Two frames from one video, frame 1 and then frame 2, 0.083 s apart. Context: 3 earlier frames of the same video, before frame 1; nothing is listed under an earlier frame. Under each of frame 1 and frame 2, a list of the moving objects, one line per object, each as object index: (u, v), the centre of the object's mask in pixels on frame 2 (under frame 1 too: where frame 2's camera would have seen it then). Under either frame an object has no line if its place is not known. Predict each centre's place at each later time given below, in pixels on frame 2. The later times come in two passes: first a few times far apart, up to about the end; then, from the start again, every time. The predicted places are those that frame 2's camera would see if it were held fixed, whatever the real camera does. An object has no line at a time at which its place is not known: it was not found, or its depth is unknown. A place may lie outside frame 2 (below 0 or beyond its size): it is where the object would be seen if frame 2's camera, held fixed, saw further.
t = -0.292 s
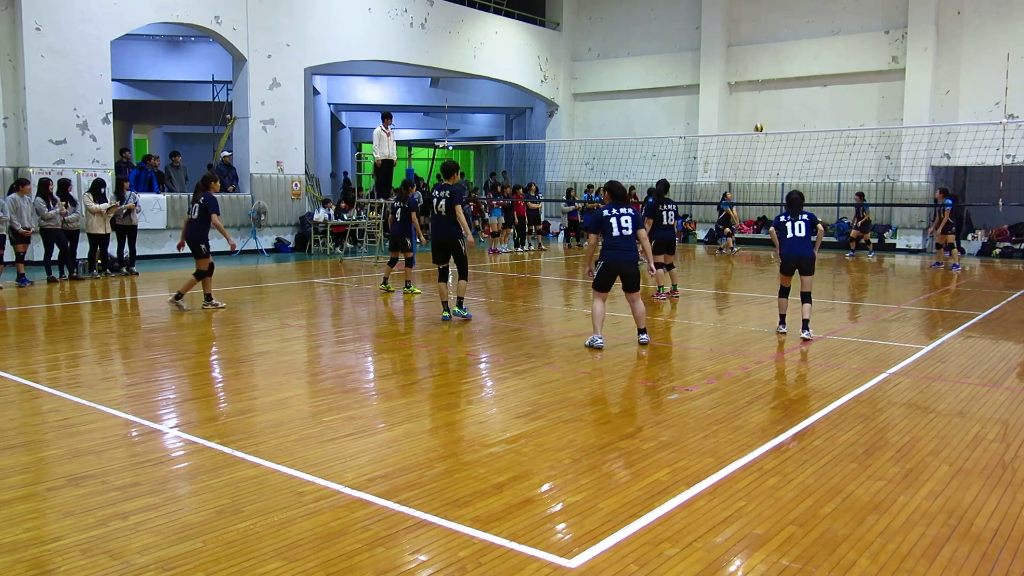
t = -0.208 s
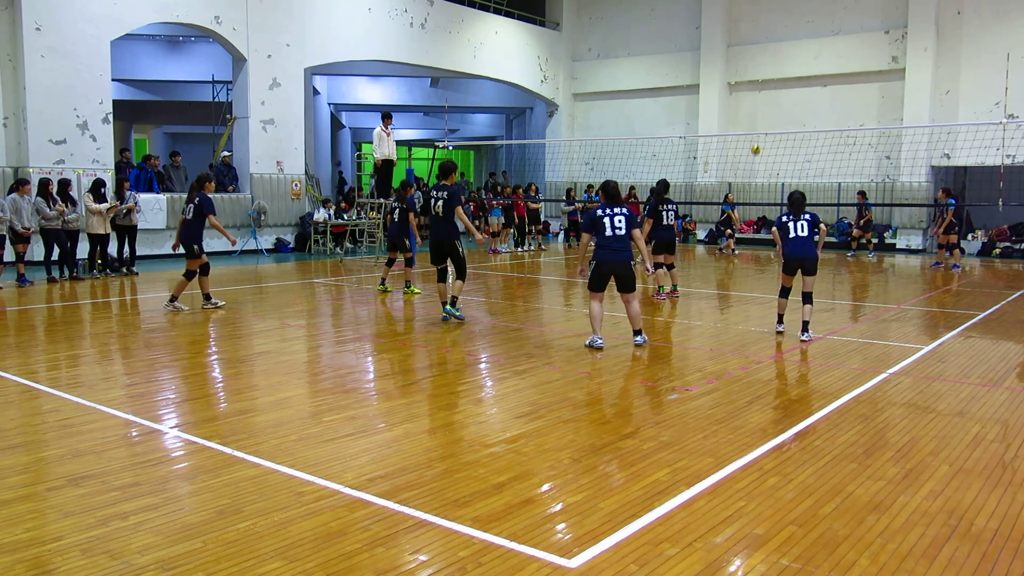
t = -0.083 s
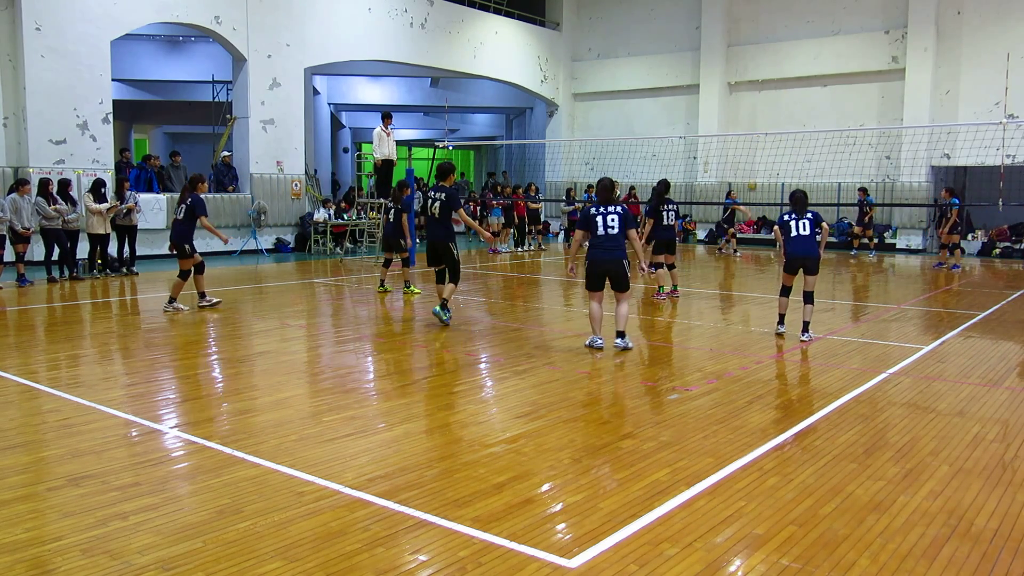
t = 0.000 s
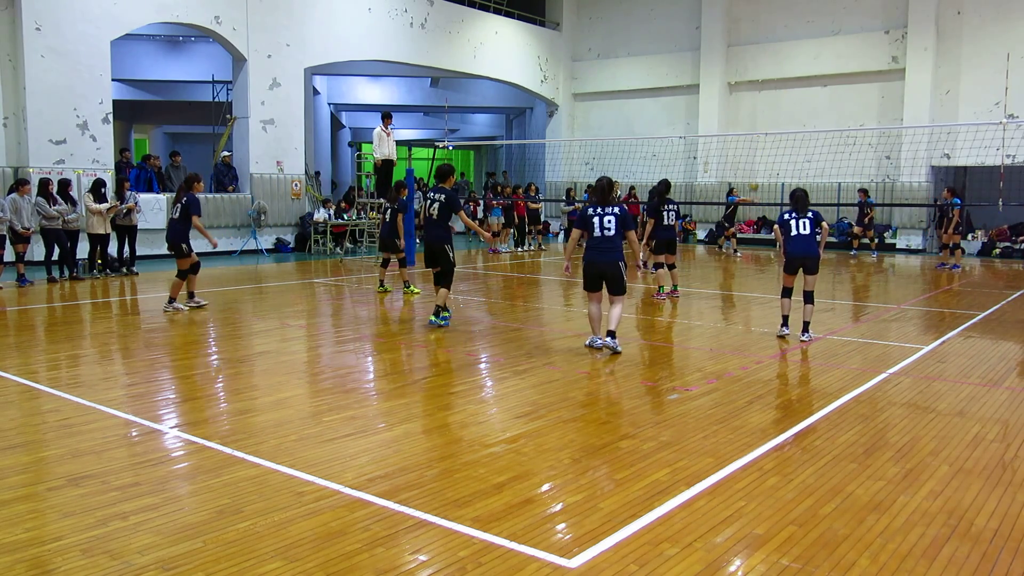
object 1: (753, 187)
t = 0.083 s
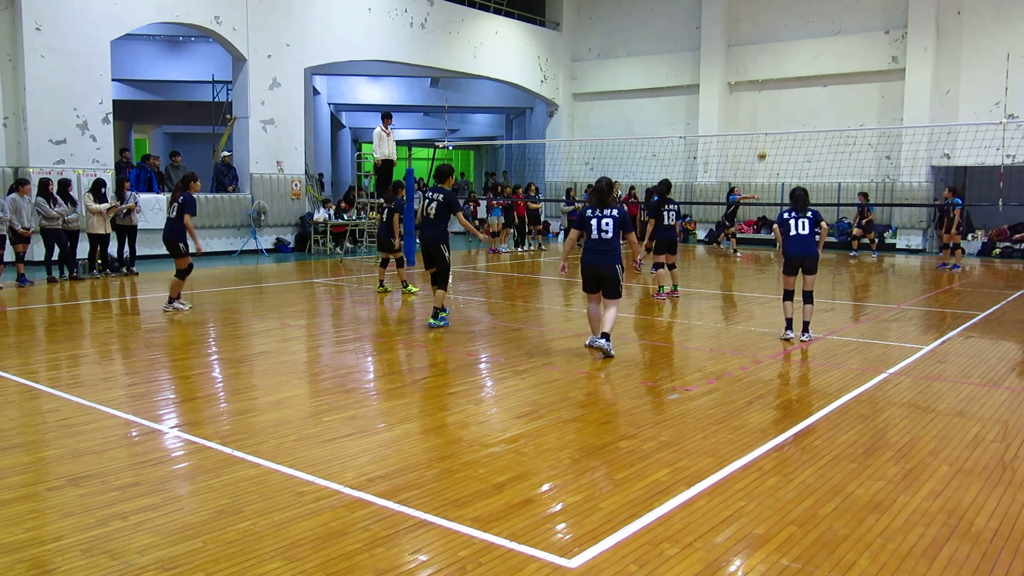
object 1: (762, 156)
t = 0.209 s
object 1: (773, 114)
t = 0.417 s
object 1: (791, 59)
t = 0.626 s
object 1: (809, 23)
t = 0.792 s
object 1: (824, 9)
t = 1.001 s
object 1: (843, 11)
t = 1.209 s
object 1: (861, 38)
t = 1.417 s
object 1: (878, 94)
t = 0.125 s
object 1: (765, 141)
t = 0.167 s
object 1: (769, 127)
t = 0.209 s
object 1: (773, 114)
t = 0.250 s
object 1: (777, 102)
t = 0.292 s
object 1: (781, 90)
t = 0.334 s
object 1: (784, 79)
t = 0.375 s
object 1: (788, 69)
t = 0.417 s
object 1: (791, 59)
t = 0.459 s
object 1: (795, 50)
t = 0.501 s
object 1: (798, 42)
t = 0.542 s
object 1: (802, 35)
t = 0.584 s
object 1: (806, 28)
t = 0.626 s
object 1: (809, 23)
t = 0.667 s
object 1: (813, 18)
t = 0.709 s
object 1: (817, 14)
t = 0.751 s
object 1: (820, 11)
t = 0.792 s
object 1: (824, 9)
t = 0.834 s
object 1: (828, 7)
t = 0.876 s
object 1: (832, 7)
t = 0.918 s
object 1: (836, 7)
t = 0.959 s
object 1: (839, 9)
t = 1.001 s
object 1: (843, 11)
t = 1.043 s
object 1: (847, 15)
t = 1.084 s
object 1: (850, 19)
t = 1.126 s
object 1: (854, 25)
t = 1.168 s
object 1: (858, 31)
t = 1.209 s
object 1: (861, 38)
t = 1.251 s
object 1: (865, 48)
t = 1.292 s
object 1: (868, 57)
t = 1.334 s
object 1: (872, 68)
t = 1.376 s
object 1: (875, 80)
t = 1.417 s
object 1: (878, 94)
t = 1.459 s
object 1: (882, 108)
